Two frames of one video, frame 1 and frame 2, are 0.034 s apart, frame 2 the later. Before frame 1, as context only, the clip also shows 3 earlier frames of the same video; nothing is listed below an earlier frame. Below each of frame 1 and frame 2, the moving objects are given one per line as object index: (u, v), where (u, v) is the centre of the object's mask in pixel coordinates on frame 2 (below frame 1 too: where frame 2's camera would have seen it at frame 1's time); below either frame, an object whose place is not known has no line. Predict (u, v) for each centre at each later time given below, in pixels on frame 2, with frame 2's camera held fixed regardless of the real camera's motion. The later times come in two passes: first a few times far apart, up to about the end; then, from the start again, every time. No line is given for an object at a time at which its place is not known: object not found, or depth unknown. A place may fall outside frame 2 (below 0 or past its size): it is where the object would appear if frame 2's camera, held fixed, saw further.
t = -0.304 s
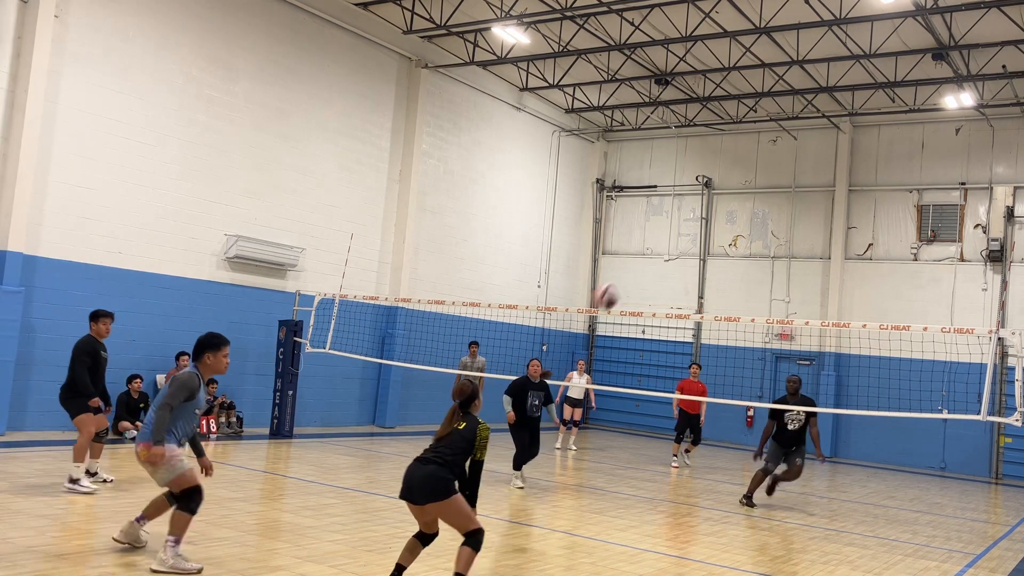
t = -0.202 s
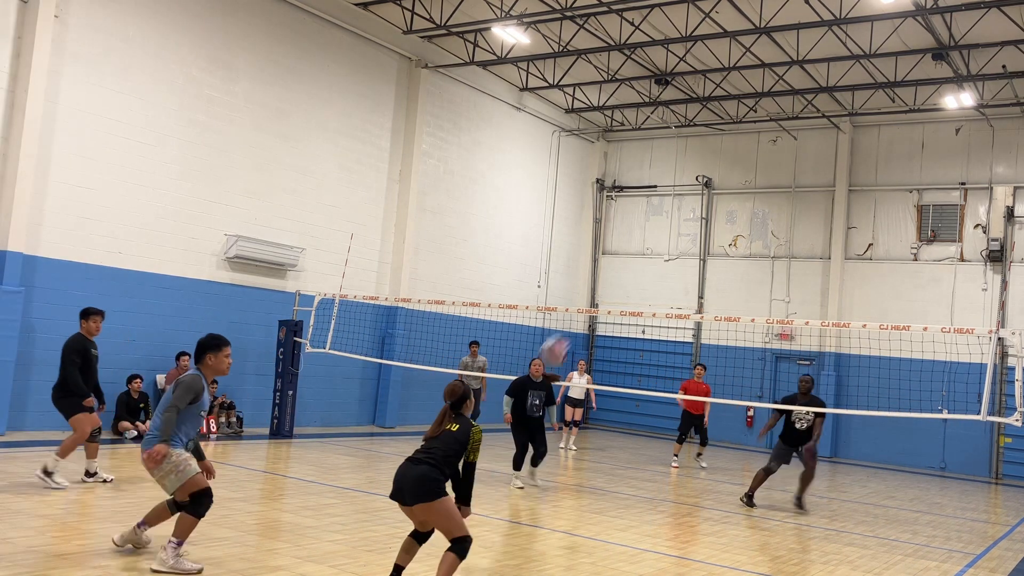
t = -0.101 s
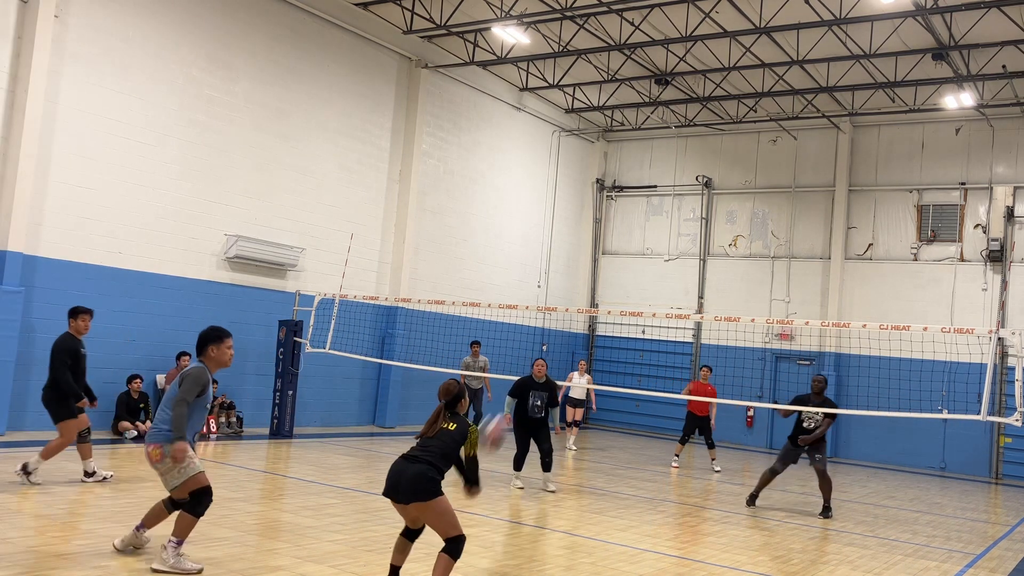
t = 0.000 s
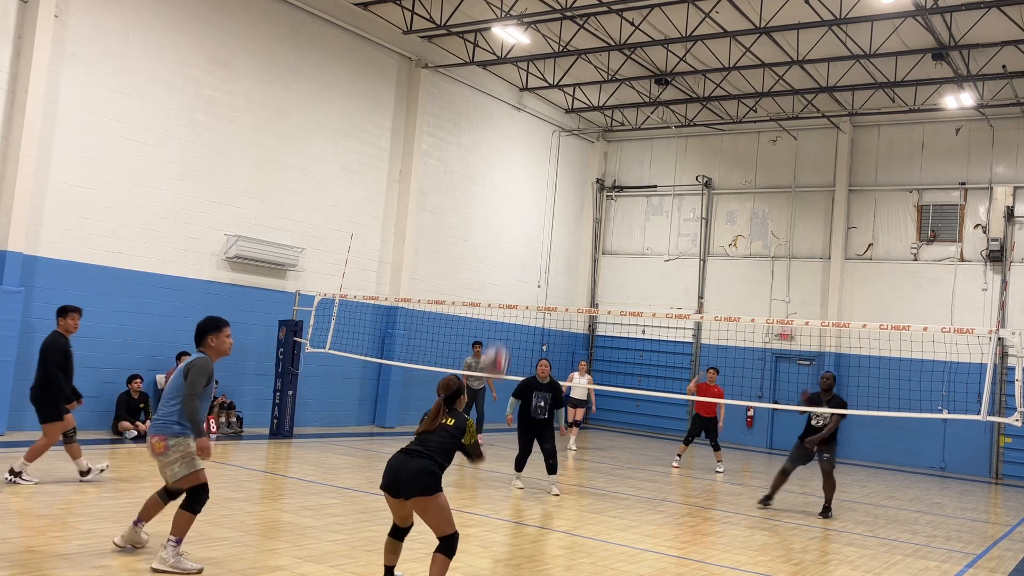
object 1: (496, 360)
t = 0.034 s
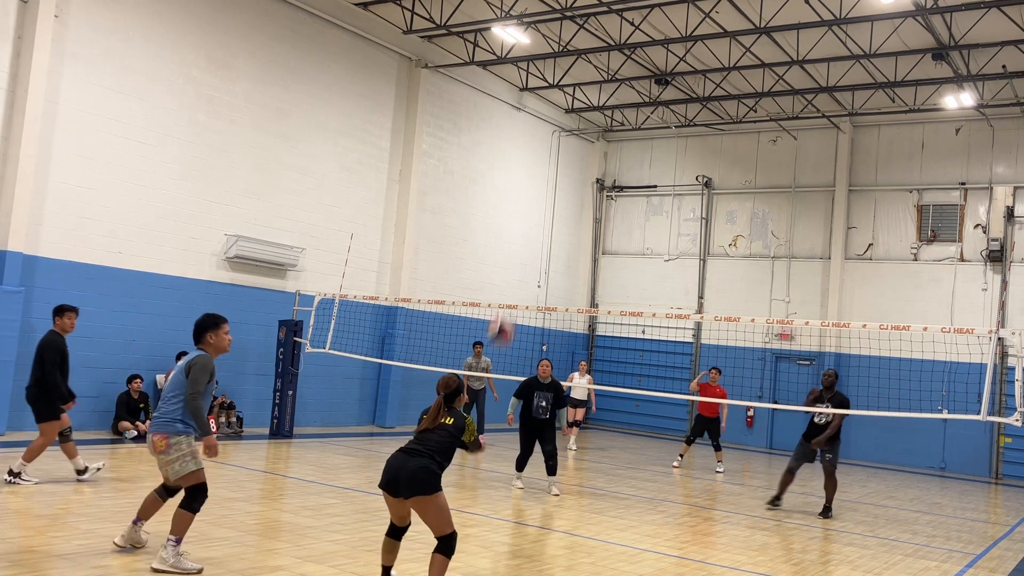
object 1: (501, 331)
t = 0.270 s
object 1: (540, 161)
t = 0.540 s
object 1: (570, 80)
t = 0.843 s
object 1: (591, 91)
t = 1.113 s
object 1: (600, 171)
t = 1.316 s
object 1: (603, 265)
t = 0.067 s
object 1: (509, 297)
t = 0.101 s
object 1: (515, 270)
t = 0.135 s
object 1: (520, 244)
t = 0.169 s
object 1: (525, 220)
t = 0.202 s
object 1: (530, 197)
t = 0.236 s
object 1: (534, 178)
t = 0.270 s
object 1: (540, 161)
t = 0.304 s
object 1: (544, 145)
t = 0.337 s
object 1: (550, 130)
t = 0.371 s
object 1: (553, 118)
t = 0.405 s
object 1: (557, 108)
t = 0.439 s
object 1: (561, 99)
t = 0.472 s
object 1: (564, 91)
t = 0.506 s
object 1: (567, 84)
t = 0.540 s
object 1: (570, 80)
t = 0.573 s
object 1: (573, 76)
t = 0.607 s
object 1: (575, 74)
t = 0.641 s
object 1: (578, 73)
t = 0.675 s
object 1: (581, 73)
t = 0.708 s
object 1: (584, 75)
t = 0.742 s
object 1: (586, 77)
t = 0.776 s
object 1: (587, 81)
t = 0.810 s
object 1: (589, 86)
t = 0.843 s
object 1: (591, 91)
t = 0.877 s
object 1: (593, 98)
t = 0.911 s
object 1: (594, 106)
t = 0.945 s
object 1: (595, 115)
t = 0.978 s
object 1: (597, 125)
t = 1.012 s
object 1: (598, 135)
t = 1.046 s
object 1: (598, 146)
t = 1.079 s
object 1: (599, 159)
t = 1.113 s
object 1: (600, 171)
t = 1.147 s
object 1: (600, 185)
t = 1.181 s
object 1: (601, 199)
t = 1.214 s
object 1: (602, 216)
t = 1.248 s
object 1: (602, 231)
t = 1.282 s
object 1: (602, 248)
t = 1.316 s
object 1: (603, 265)
